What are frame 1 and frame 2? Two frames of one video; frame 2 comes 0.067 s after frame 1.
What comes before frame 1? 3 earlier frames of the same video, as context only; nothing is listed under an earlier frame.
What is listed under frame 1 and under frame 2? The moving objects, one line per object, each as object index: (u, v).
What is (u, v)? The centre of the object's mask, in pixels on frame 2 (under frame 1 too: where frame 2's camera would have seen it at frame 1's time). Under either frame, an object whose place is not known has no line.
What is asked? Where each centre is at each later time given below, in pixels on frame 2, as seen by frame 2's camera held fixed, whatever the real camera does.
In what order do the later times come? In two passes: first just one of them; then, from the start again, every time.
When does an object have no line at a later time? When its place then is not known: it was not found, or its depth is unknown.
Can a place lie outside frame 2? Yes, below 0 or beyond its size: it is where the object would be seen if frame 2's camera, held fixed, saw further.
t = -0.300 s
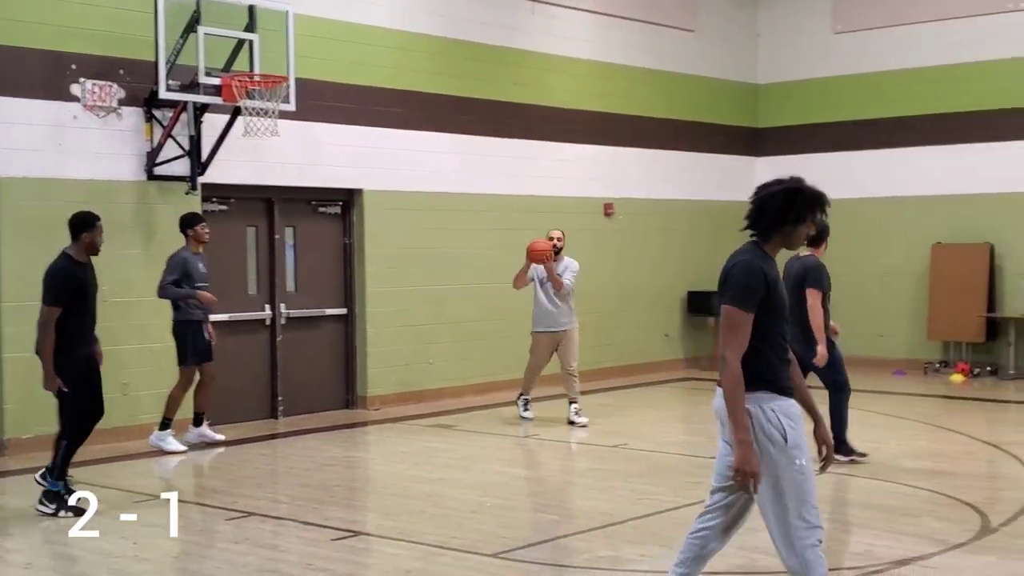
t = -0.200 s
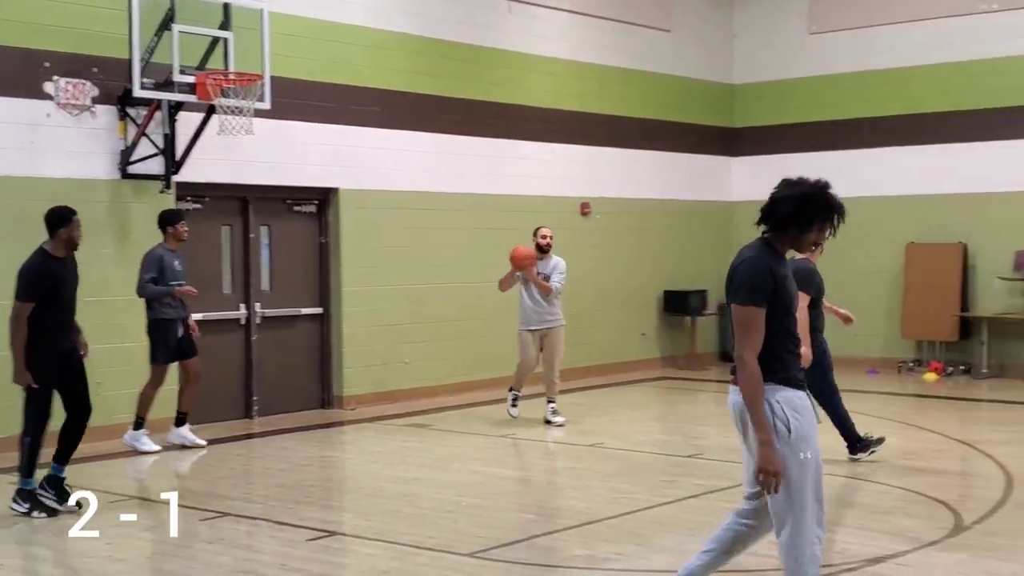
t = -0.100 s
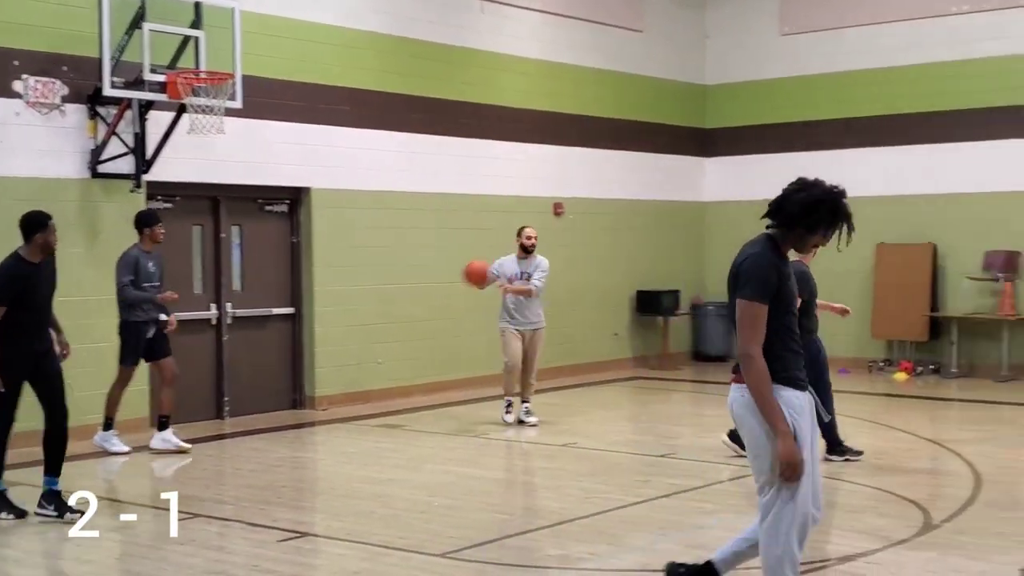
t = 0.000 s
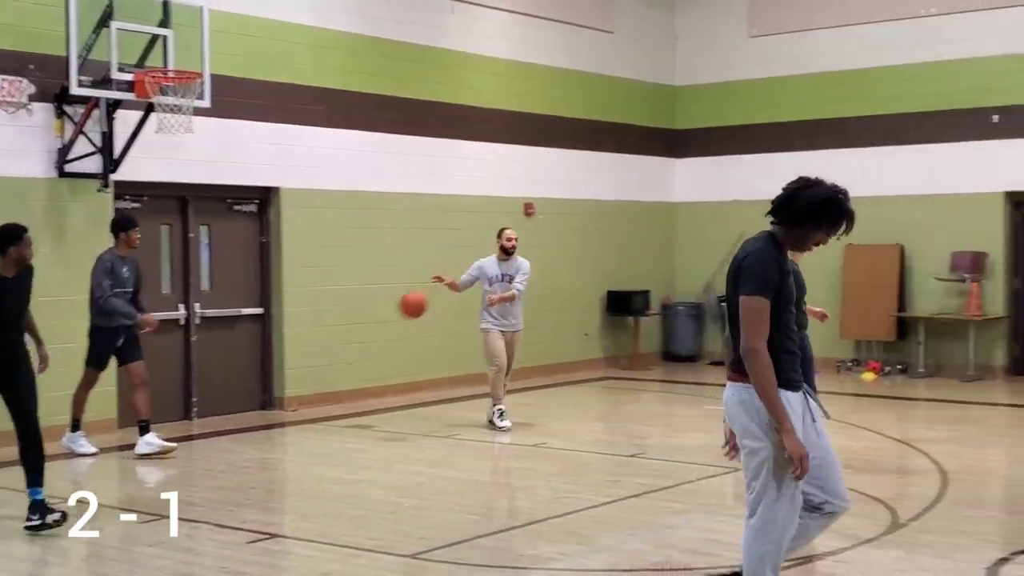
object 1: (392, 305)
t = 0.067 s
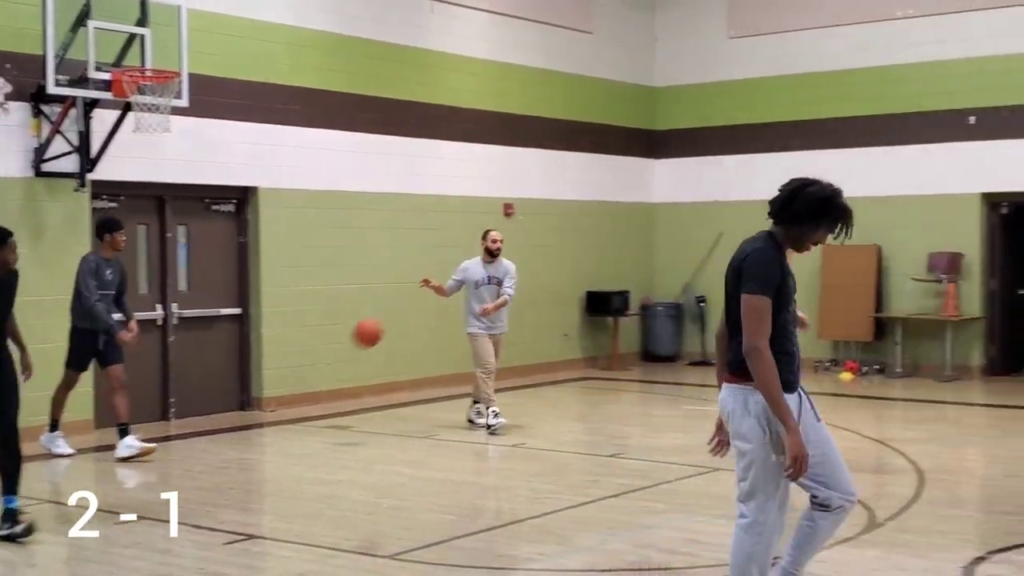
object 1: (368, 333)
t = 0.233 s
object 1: (302, 432)
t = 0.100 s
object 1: (355, 349)
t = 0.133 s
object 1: (342, 368)
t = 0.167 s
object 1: (329, 387)
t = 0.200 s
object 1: (315, 408)
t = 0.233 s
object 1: (302, 432)
